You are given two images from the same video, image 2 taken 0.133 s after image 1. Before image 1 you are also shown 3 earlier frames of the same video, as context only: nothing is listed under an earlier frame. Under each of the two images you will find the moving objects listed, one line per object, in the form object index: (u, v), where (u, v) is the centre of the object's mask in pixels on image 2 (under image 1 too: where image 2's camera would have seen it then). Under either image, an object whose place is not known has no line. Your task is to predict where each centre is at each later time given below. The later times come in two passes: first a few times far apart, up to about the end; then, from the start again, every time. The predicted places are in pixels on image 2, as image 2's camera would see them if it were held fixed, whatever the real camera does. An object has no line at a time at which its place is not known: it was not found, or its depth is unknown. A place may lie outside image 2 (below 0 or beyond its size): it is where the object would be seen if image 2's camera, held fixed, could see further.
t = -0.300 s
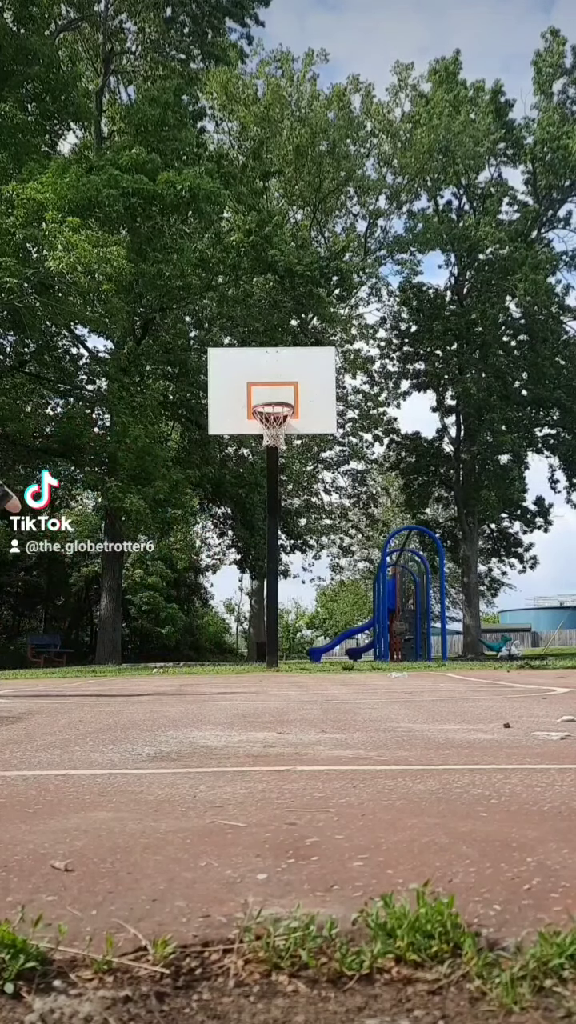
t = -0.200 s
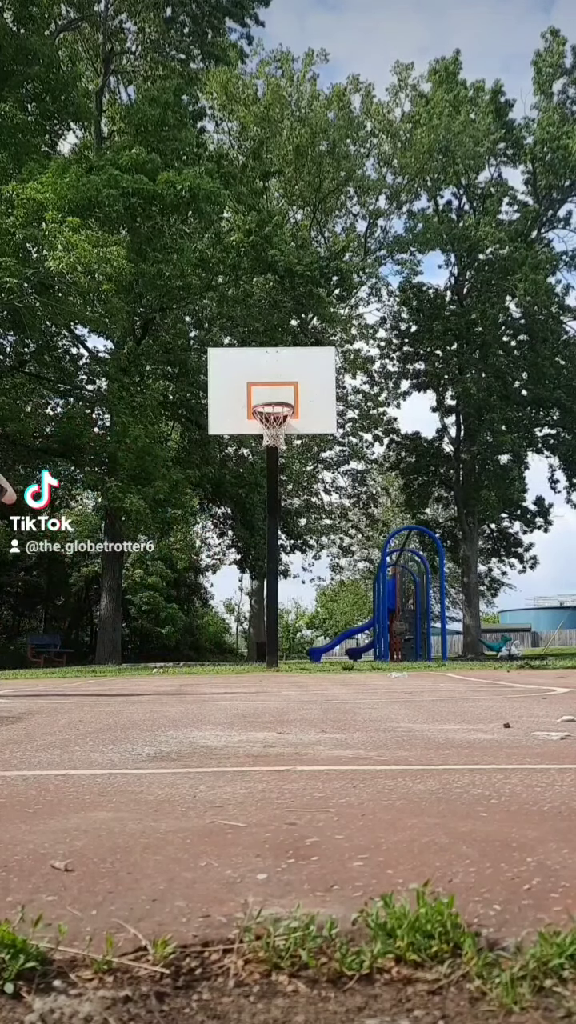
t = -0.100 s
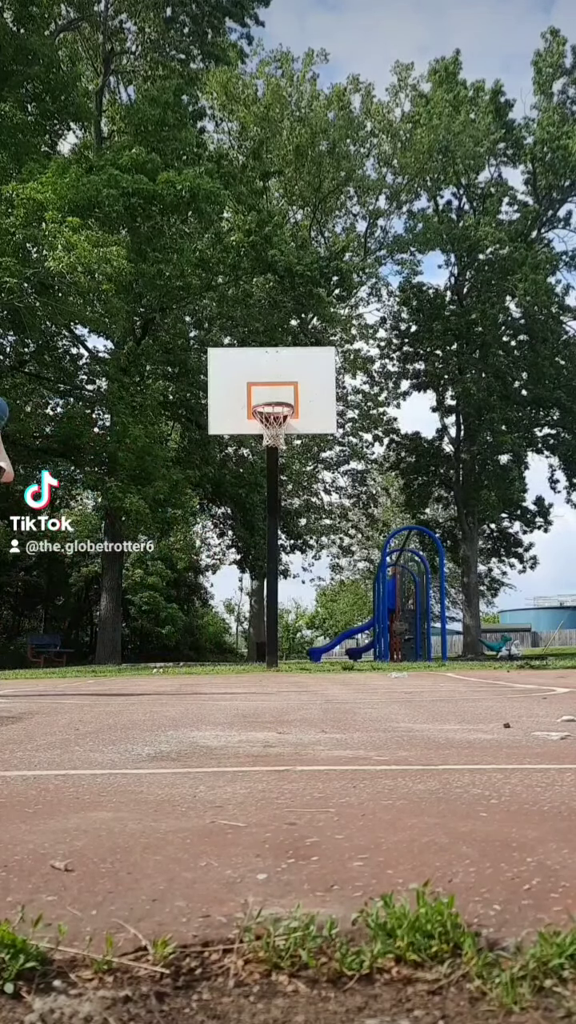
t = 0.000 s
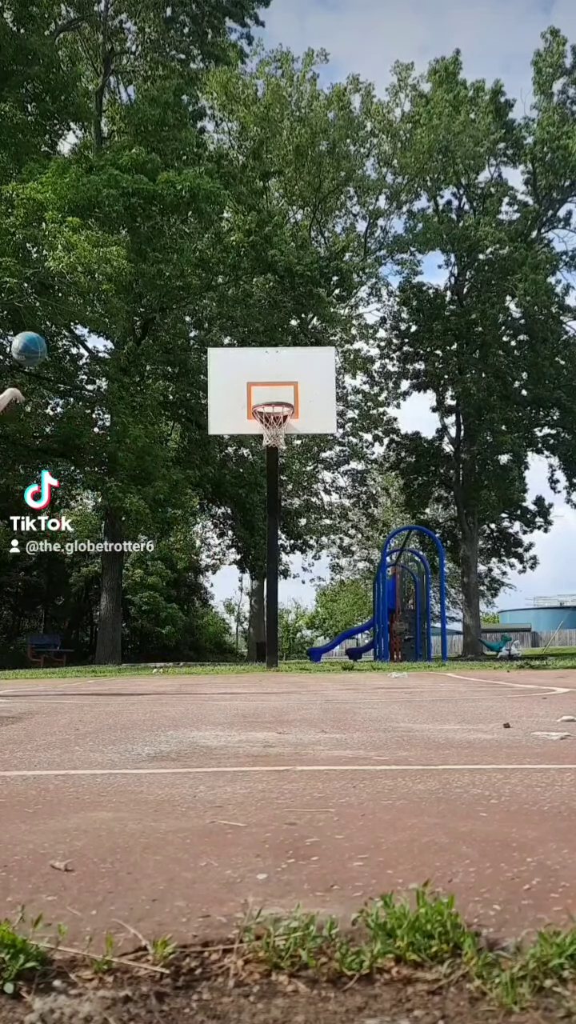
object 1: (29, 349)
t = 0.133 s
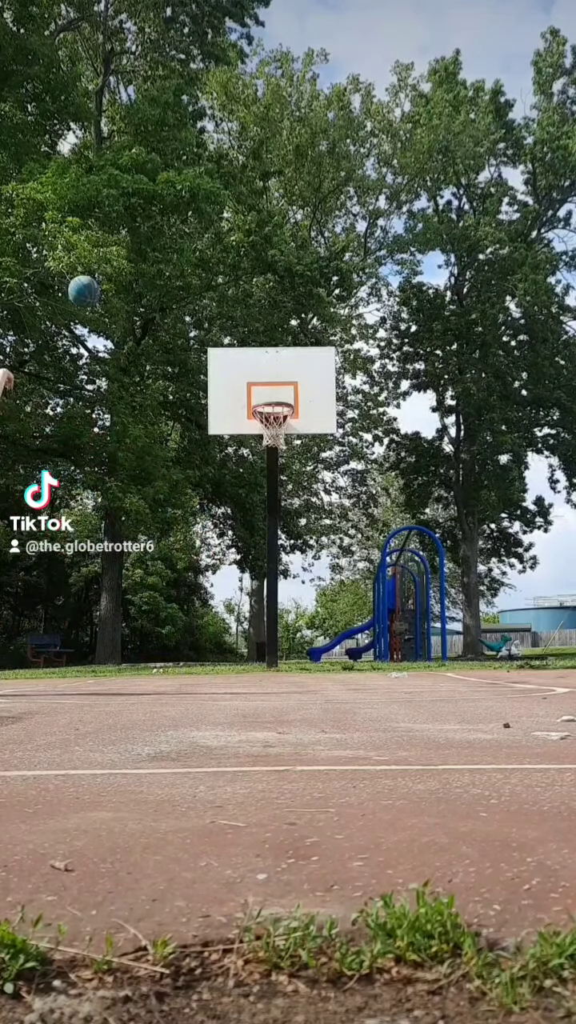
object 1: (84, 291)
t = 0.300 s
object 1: (138, 256)
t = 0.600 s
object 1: (208, 270)
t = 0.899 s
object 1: (263, 362)
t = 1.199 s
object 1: (261, 431)
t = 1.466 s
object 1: (241, 456)
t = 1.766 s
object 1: (219, 560)
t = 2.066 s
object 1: (204, 610)
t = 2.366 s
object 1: (207, 510)
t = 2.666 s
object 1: (207, 489)
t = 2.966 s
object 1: (207, 555)
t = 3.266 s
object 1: (203, 636)
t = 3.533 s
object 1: (195, 544)
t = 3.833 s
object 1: (185, 529)
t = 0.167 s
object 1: (95, 279)
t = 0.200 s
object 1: (107, 271)
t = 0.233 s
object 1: (117, 266)
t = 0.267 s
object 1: (127, 260)
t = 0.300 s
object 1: (138, 256)
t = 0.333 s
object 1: (147, 254)
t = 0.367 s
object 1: (156, 253)
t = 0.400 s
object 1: (164, 253)
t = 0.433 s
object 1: (172, 255)
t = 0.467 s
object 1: (180, 257)
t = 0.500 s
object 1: (187, 259)
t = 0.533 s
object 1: (195, 264)
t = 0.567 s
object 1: (202, 269)
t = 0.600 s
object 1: (208, 270)
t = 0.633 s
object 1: (215, 281)
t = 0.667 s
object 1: (221, 288)
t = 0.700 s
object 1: (228, 297)
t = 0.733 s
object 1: (234, 306)
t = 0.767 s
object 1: (240, 315)
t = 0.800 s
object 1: (246, 326)
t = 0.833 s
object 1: (252, 338)
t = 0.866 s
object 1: (257, 350)
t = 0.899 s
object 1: (263, 362)
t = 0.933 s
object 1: (268, 376)
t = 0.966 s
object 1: (273, 390)
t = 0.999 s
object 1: (279, 398)
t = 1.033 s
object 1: (281, 416)
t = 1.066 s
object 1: (277, 427)
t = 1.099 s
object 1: (274, 430)
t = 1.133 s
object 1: (268, 437)
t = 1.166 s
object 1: (264, 430)
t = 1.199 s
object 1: (261, 431)
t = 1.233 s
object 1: (260, 432)
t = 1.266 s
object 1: (254, 433)
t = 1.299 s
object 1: (252, 434)
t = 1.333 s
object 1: (251, 437)
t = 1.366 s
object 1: (249, 440)
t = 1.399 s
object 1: (247, 445)
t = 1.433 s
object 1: (244, 451)
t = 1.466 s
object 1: (241, 456)
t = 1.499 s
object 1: (240, 464)
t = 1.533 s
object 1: (237, 473)
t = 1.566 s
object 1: (234, 482)
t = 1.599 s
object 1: (232, 493)
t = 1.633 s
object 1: (229, 504)
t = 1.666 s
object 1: (227, 517)
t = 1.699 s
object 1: (225, 530)
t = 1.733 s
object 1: (222, 546)
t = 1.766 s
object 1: (219, 560)
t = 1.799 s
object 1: (216, 577)
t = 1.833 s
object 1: (213, 595)
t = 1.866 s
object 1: (210, 613)
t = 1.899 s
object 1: (207, 634)
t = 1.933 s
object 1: (204, 656)
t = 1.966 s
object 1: (203, 663)
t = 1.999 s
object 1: (204, 645)
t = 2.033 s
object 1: (204, 627)
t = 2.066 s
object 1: (204, 610)
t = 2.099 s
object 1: (205, 596)
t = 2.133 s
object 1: (205, 581)
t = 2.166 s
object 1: (206, 568)
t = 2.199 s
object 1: (206, 556)
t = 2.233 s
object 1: (206, 545)
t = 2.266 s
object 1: (206, 534)
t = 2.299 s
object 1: (206, 525)
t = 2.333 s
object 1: (207, 517)
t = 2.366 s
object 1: (207, 510)
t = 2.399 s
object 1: (207, 504)
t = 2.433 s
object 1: (207, 498)
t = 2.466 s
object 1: (207, 494)
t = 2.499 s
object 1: (207, 491)
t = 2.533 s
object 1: (207, 488)
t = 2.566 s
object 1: (207, 487)
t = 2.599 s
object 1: (207, 487)
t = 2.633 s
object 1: (207, 487)
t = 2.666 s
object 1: (207, 489)
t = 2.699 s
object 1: (207, 491)
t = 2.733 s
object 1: (207, 495)
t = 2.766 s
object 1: (207, 500)
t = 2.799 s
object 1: (207, 506)
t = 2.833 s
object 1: (207, 514)
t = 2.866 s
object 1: (206, 523)
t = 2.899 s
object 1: (207, 532)
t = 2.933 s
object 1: (207, 543)
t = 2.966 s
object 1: (207, 555)
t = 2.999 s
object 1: (207, 568)
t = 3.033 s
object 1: (206, 583)
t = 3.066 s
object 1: (206, 598)
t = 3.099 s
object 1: (206, 616)
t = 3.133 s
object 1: (206, 634)
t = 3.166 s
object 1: (205, 653)
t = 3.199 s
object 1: (205, 670)
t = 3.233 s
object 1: (204, 652)
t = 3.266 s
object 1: (203, 636)
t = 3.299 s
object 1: (203, 621)
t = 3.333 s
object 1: (201, 605)
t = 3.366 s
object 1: (201, 593)
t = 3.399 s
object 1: (199, 581)
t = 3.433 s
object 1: (198, 570)
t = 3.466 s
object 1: (197, 560)
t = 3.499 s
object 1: (196, 552)
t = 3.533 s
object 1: (195, 544)
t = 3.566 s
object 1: (194, 539)
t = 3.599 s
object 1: (193, 534)
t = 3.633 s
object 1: (192, 530)
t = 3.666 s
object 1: (191, 527)
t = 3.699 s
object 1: (190, 526)
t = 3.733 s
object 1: (189, 526)
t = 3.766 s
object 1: (187, 526)
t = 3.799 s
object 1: (186, 527)
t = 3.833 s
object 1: (185, 529)
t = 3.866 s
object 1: (183, 535)
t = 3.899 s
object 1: (181, 540)
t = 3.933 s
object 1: (180, 548)
